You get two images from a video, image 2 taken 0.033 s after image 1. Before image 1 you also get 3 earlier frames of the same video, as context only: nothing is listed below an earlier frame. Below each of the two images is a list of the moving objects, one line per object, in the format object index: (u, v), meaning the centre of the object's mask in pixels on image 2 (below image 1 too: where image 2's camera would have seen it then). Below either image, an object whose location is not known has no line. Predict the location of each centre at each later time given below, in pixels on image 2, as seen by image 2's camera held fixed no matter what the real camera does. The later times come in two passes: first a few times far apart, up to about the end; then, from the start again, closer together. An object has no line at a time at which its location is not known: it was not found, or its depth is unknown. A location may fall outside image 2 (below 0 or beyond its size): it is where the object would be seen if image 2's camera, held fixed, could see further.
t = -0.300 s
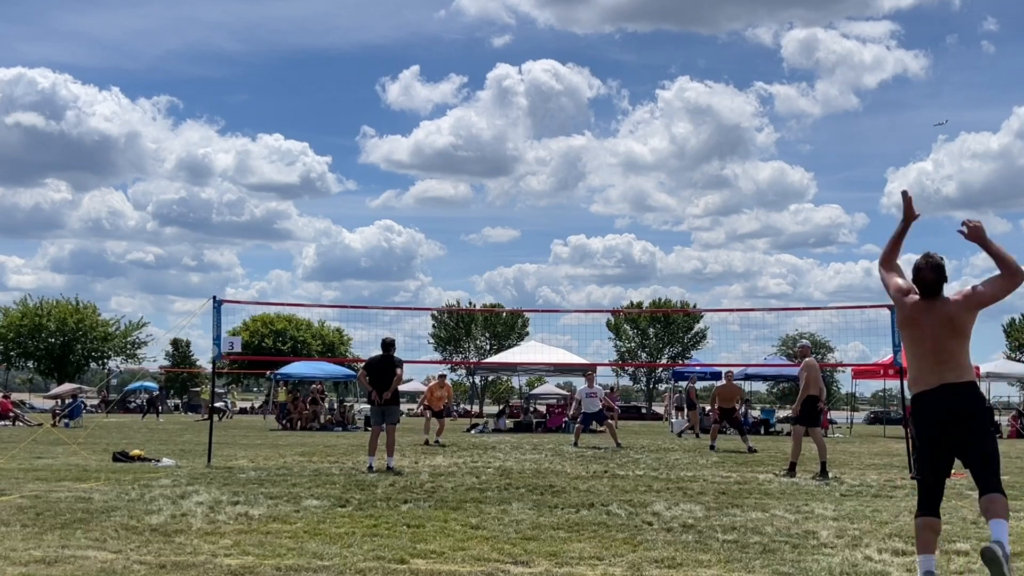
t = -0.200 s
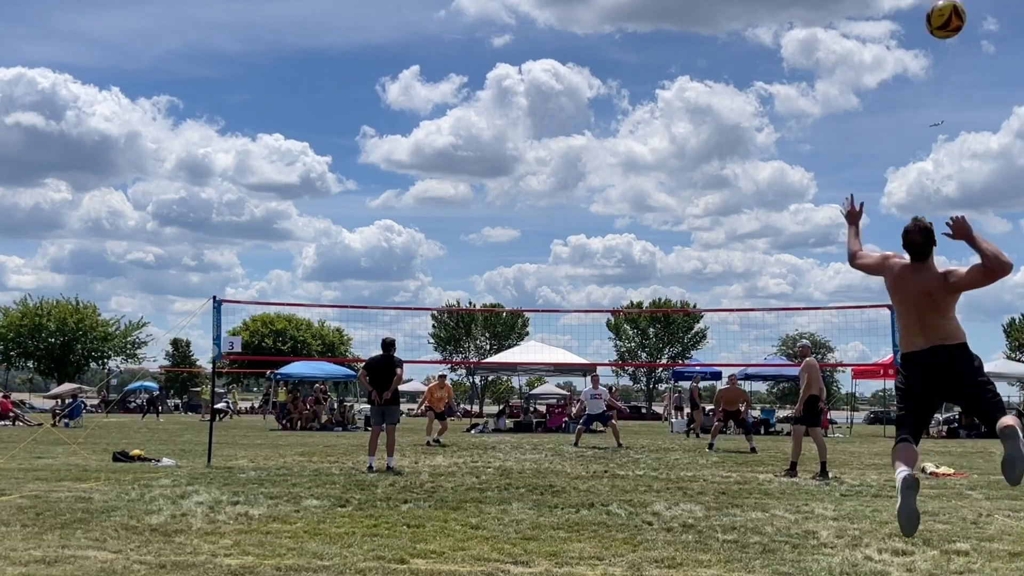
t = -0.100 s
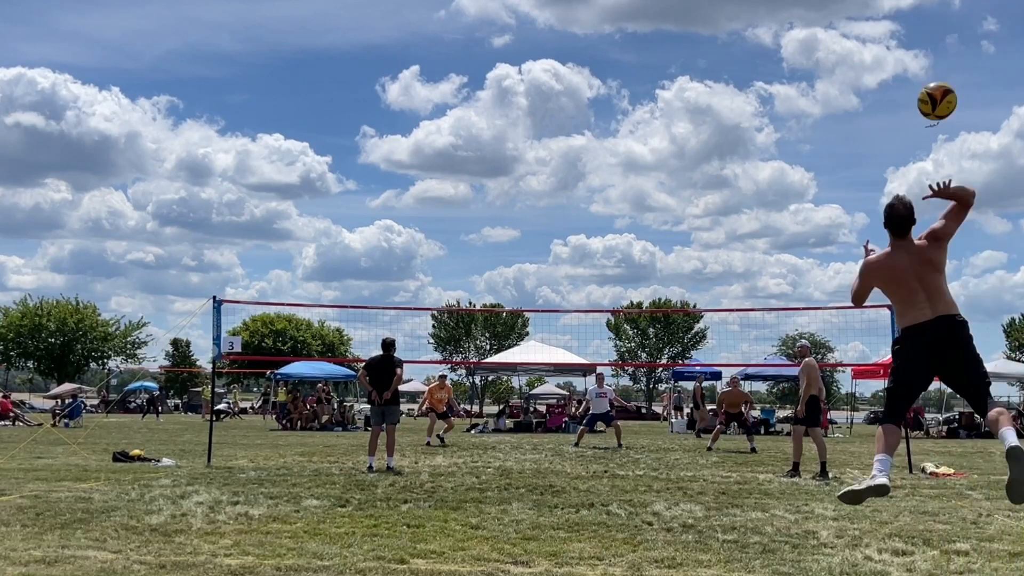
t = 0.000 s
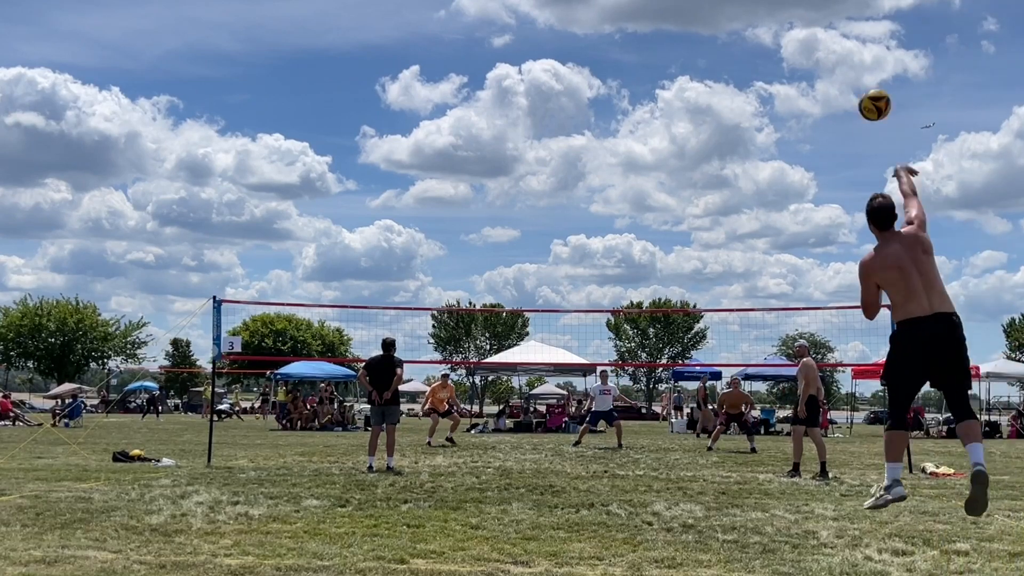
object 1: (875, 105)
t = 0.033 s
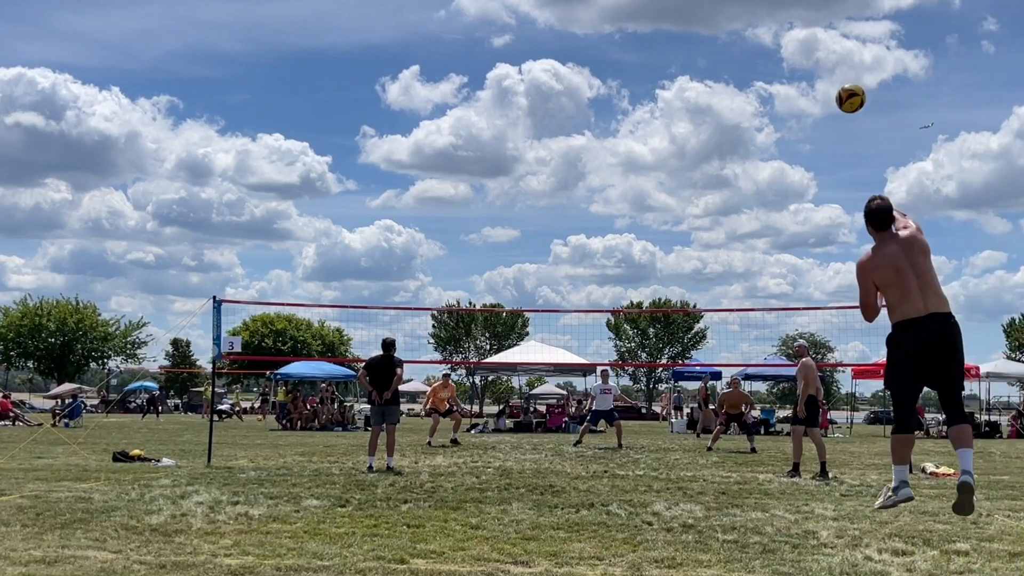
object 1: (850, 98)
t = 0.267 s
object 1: (738, 118)
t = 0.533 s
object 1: (664, 197)
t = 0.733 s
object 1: (625, 269)
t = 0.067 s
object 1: (829, 96)
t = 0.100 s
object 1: (810, 95)
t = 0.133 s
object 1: (793, 97)
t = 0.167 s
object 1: (778, 100)
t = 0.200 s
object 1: (763, 105)
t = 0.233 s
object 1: (750, 111)
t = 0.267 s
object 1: (738, 118)
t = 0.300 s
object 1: (726, 126)
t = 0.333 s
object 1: (716, 135)
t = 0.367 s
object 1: (706, 144)
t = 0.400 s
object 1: (696, 154)
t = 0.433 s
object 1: (688, 164)
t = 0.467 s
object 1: (680, 175)
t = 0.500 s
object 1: (672, 186)
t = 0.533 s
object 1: (664, 197)
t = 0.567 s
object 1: (657, 208)
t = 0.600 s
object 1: (650, 220)
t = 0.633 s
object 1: (644, 232)
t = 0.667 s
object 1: (638, 244)
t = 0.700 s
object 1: (632, 257)
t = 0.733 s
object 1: (625, 269)
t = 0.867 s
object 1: (603, 321)
